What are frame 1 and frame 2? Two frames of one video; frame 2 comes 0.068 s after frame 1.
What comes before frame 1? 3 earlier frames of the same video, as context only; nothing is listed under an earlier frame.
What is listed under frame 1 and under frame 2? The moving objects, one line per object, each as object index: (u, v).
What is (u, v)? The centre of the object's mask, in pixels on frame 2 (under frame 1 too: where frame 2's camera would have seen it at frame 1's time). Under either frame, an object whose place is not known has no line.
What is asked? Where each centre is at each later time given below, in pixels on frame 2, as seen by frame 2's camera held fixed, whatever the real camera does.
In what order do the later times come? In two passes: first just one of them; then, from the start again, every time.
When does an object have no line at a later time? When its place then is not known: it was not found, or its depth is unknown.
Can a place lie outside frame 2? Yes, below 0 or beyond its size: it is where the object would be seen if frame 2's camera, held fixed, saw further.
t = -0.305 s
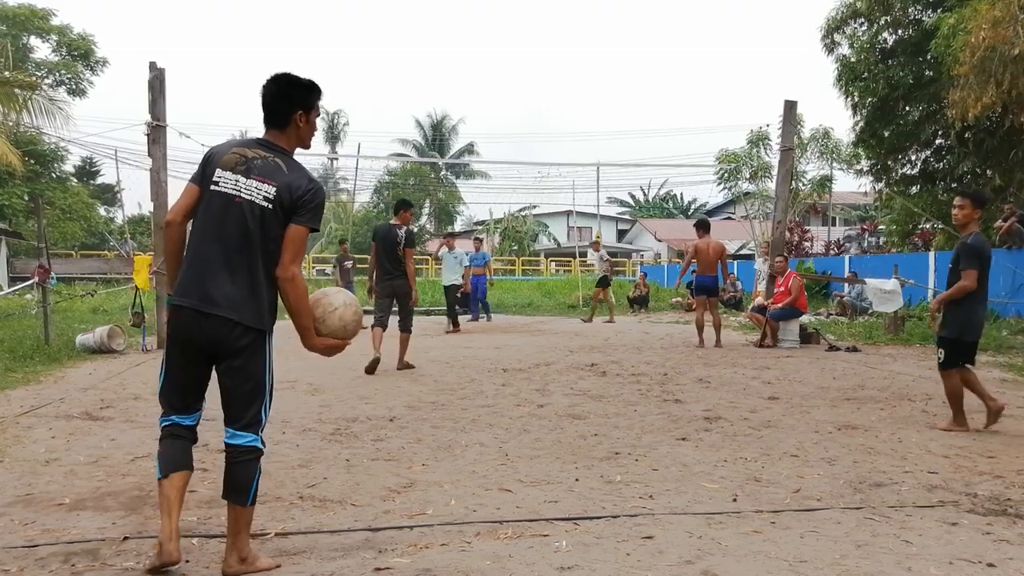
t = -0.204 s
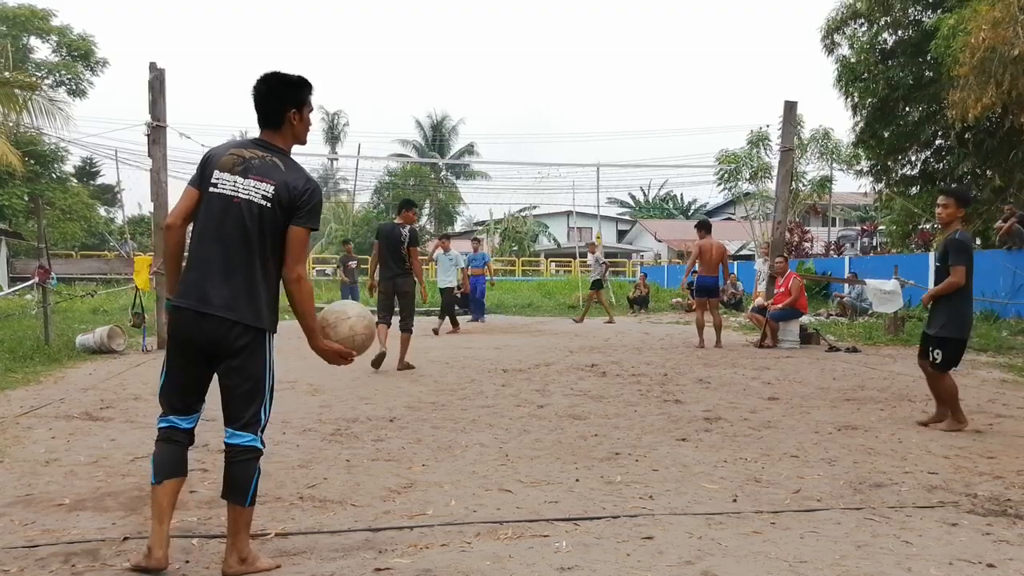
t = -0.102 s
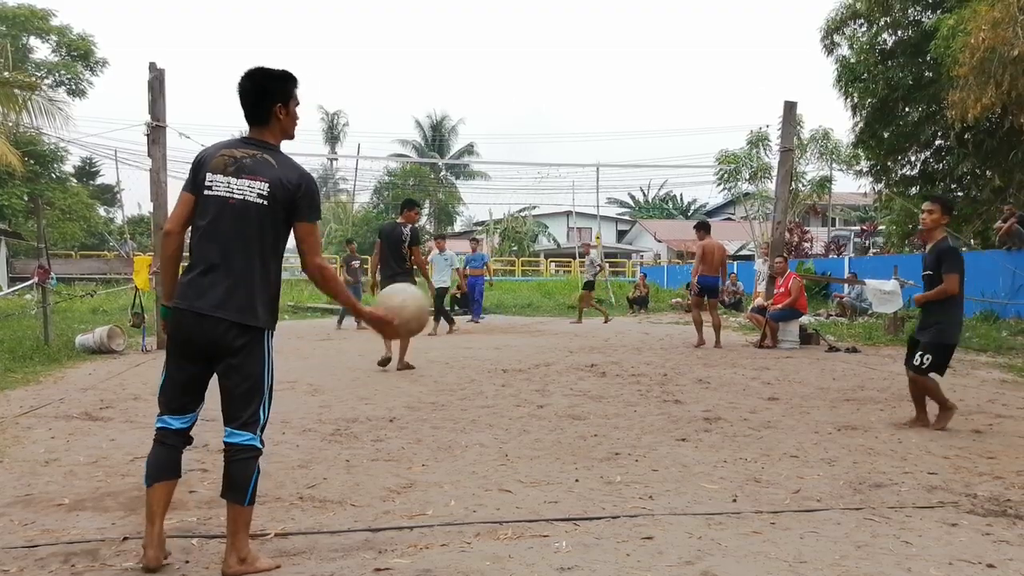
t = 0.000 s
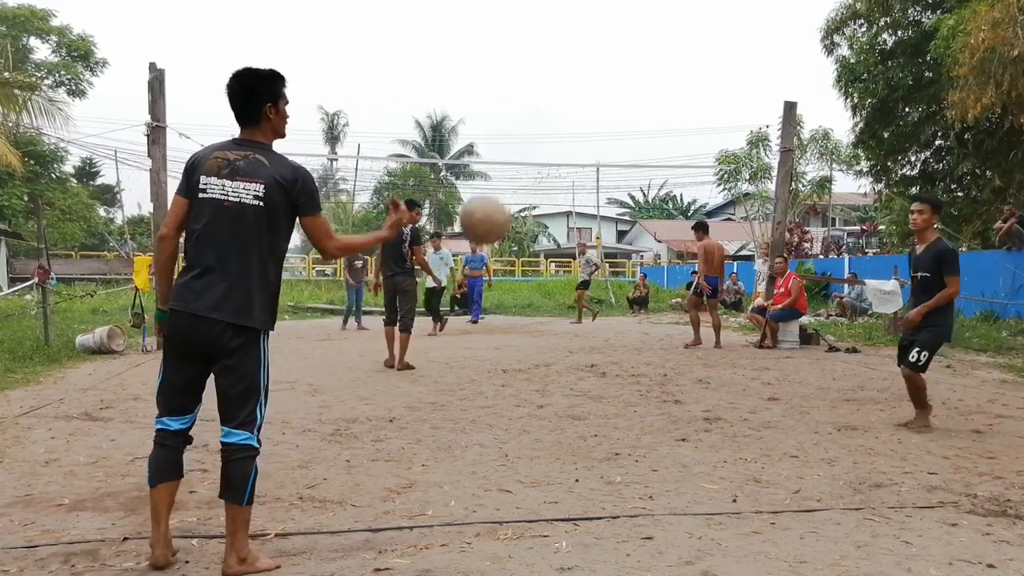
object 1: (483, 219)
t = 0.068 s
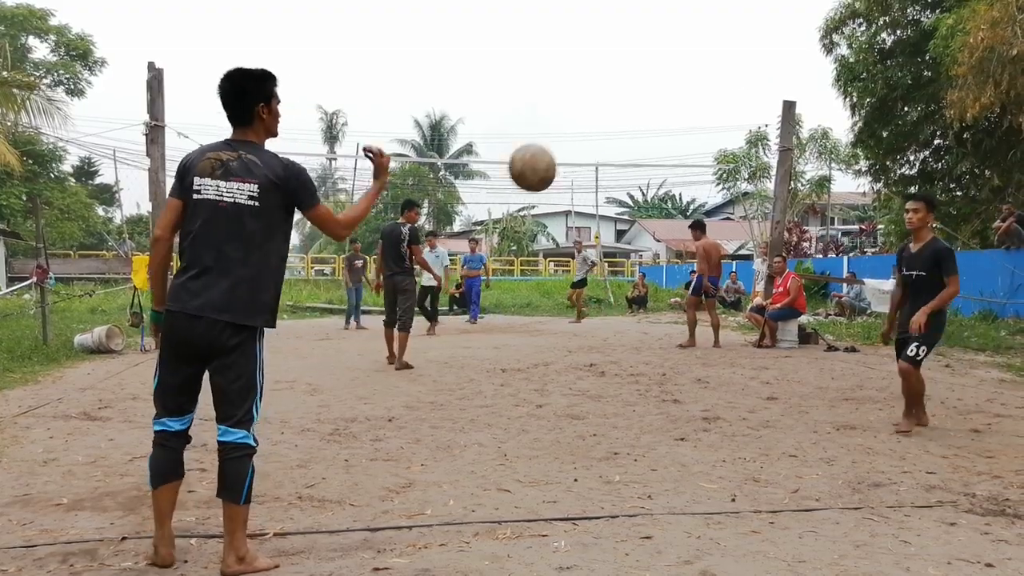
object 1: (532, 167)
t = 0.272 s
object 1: (657, 94)
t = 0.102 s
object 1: (555, 147)
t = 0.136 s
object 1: (578, 130)
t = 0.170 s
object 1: (599, 117)
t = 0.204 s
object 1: (619, 107)
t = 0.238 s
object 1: (639, 99)
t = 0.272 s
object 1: (657, 94)
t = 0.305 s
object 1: (675, 91)
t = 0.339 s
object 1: (692, 91)
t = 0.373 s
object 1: (709, 93)
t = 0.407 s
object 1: (725, 97)
